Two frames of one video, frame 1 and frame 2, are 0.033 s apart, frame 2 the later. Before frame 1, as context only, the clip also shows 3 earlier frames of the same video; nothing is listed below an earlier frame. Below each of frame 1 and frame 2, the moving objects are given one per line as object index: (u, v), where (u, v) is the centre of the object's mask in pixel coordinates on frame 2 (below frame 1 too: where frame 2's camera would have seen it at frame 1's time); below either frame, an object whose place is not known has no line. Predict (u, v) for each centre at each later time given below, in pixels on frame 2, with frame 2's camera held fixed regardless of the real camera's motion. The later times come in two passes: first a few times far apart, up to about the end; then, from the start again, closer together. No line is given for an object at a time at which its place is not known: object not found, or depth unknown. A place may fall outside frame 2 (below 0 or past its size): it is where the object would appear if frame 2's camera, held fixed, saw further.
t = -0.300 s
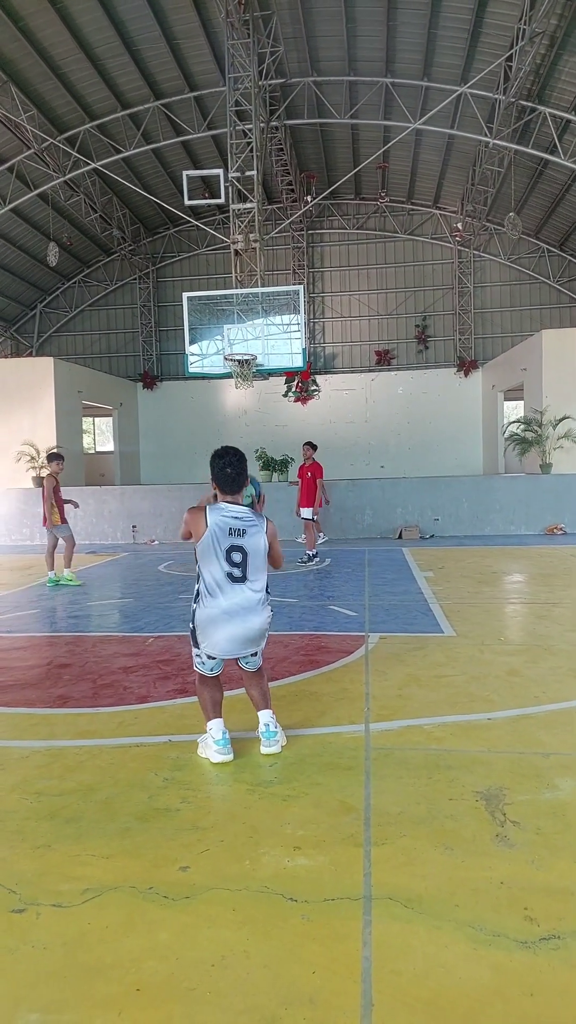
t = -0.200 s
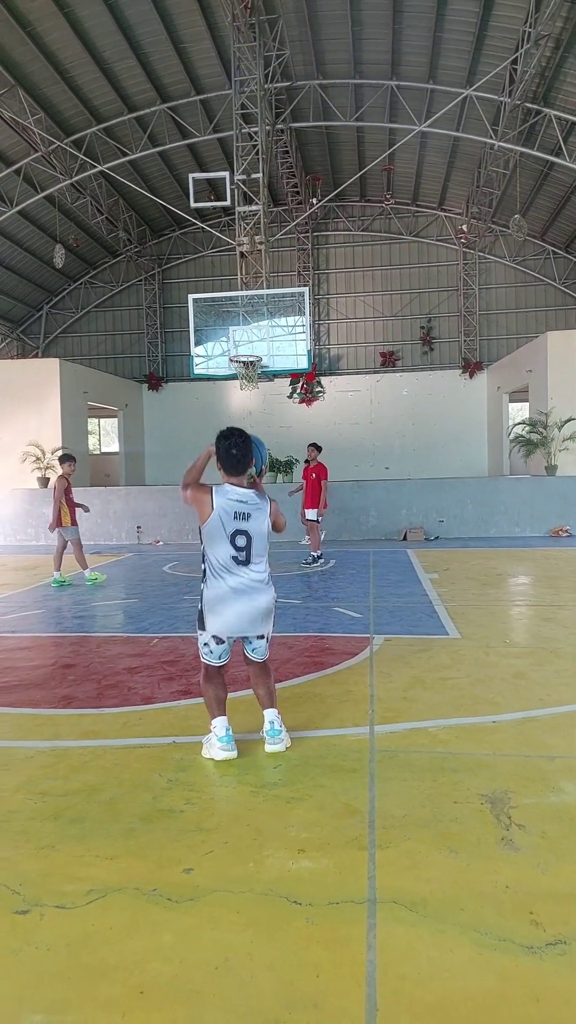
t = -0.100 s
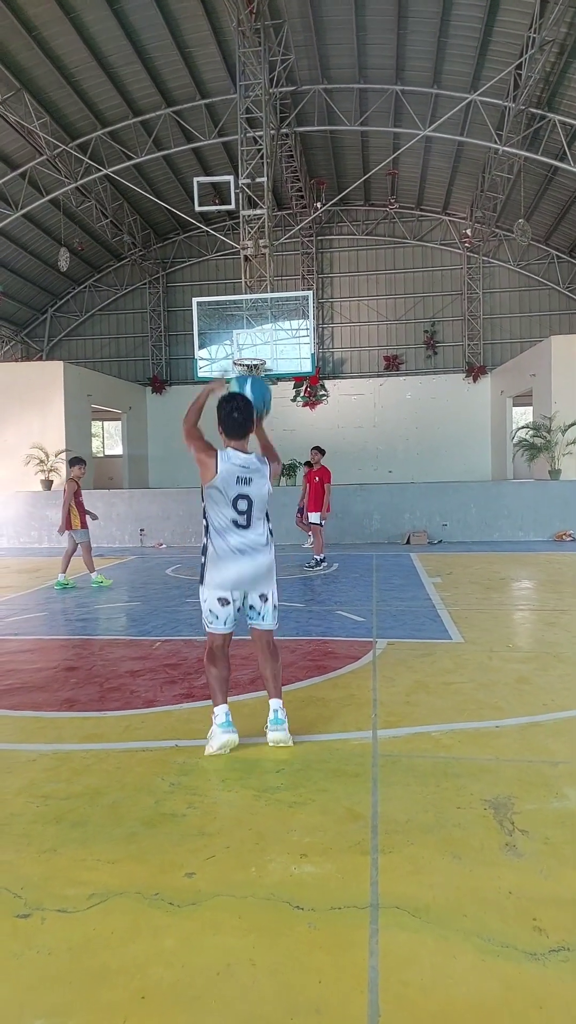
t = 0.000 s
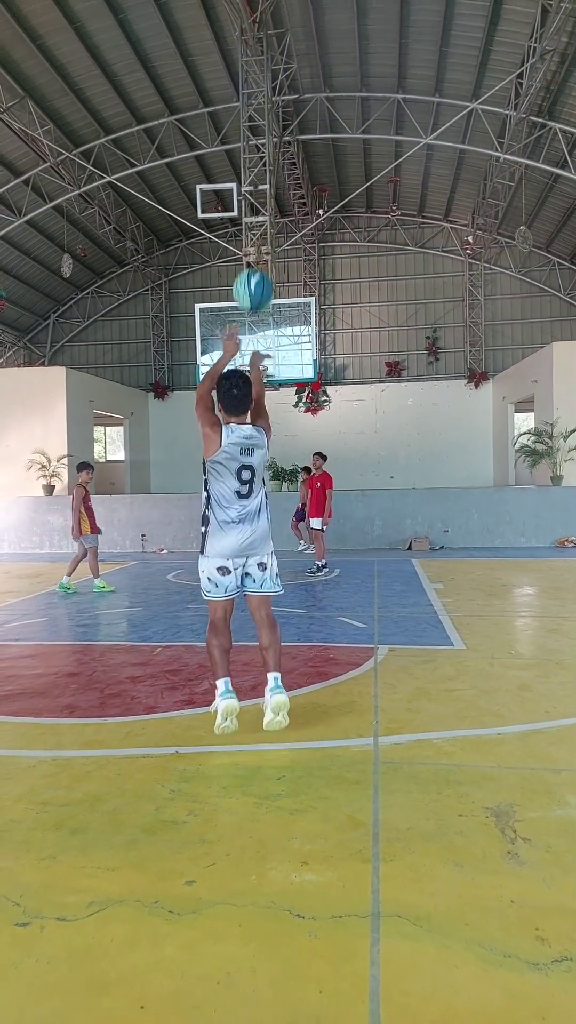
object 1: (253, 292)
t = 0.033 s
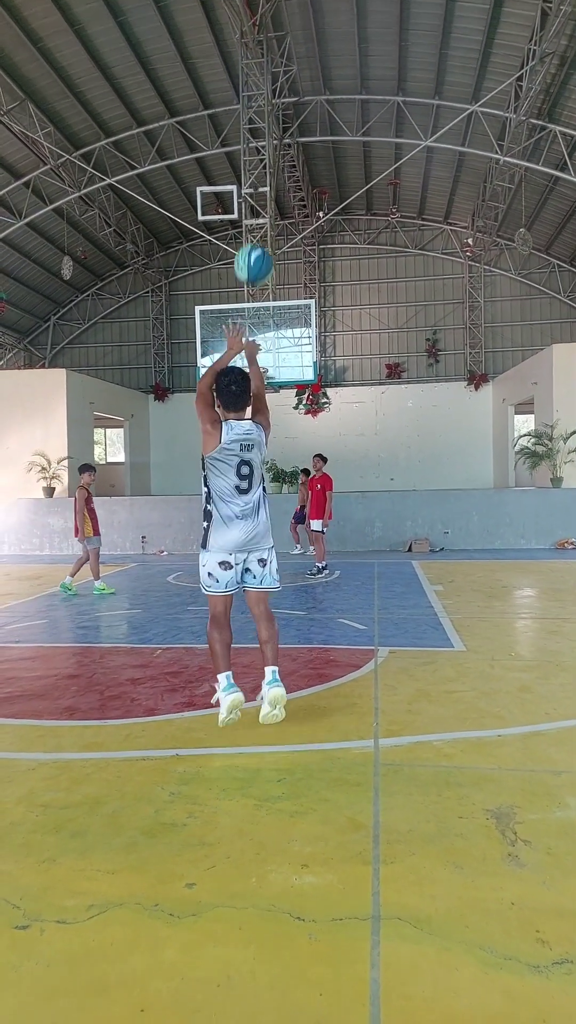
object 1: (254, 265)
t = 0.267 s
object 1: (254, 160)
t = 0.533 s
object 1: (258, 151)
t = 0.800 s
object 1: (263, 208)
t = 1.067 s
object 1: (267, 301)
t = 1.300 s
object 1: (280, 352)
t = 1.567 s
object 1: (296, 318)
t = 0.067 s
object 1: (254, 241)
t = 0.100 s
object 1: (254, 220)
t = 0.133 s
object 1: (254, 203)
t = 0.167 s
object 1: (253, 188)
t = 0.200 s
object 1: (254, 177)
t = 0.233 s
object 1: (254, 168)
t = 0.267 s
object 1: (254, 160)
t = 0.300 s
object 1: (255, 154)
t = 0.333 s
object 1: (255, 149)
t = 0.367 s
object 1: (256, 146)
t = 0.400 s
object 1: (256, 145)
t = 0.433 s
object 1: (257, 145)
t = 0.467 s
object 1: (257, 146)
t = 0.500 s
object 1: (258, 148)
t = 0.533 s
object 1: (258, 151)
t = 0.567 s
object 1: (259, 155)
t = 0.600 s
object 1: (260, 160)
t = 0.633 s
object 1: (260, 166)
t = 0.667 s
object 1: (261, 174)
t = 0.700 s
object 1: (261, 181)
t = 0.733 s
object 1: (262, 189)
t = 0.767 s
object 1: (262, 198)
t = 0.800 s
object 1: (263, 208)
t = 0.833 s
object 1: (263, 218)
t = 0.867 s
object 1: (264, 227)
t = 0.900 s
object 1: (265, 240)
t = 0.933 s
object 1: (265, 251)
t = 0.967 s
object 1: (266, 262)
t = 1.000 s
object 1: (266, 276)
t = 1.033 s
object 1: (266, 287)
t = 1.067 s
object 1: (267, 301)
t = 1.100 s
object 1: (268, 314)
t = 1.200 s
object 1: (269, 356)
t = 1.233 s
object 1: (271, 361)
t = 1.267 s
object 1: (276, 356)
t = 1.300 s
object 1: (280, 352)
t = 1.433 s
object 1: (287, 329)
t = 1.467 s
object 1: (289, 325)
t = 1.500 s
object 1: (291, 322)
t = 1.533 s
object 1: (293, 320)
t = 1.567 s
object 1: (296, 318)
